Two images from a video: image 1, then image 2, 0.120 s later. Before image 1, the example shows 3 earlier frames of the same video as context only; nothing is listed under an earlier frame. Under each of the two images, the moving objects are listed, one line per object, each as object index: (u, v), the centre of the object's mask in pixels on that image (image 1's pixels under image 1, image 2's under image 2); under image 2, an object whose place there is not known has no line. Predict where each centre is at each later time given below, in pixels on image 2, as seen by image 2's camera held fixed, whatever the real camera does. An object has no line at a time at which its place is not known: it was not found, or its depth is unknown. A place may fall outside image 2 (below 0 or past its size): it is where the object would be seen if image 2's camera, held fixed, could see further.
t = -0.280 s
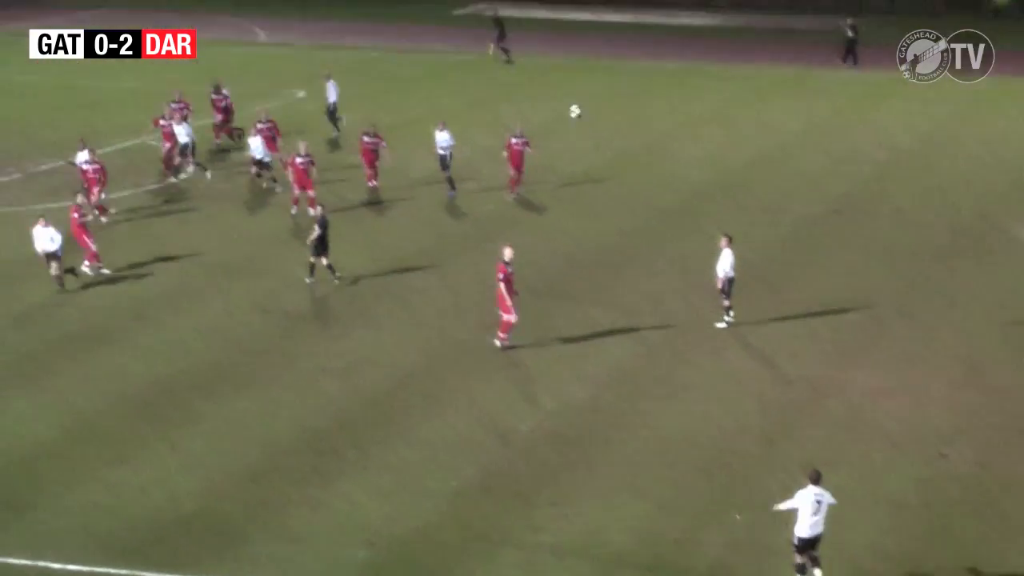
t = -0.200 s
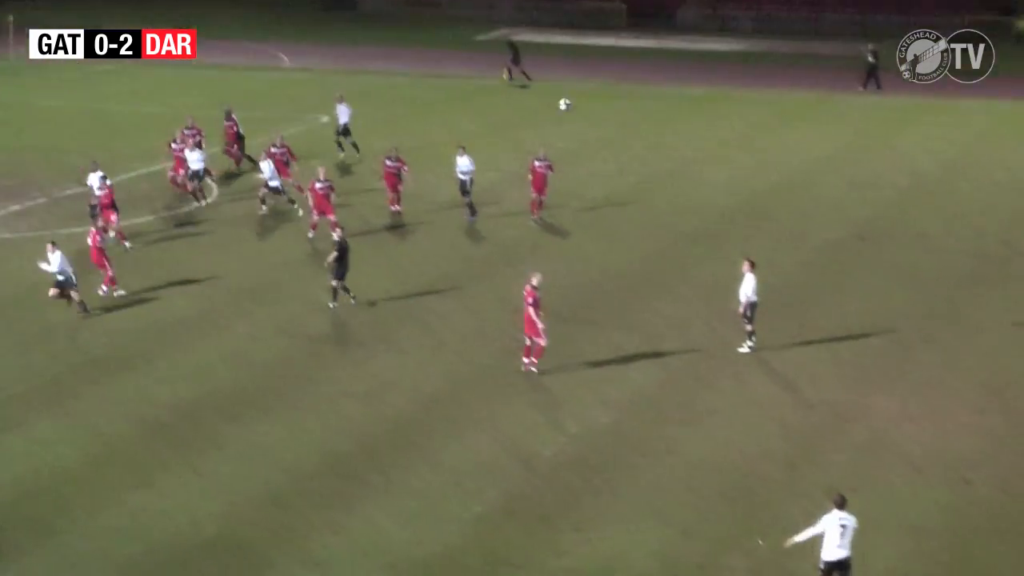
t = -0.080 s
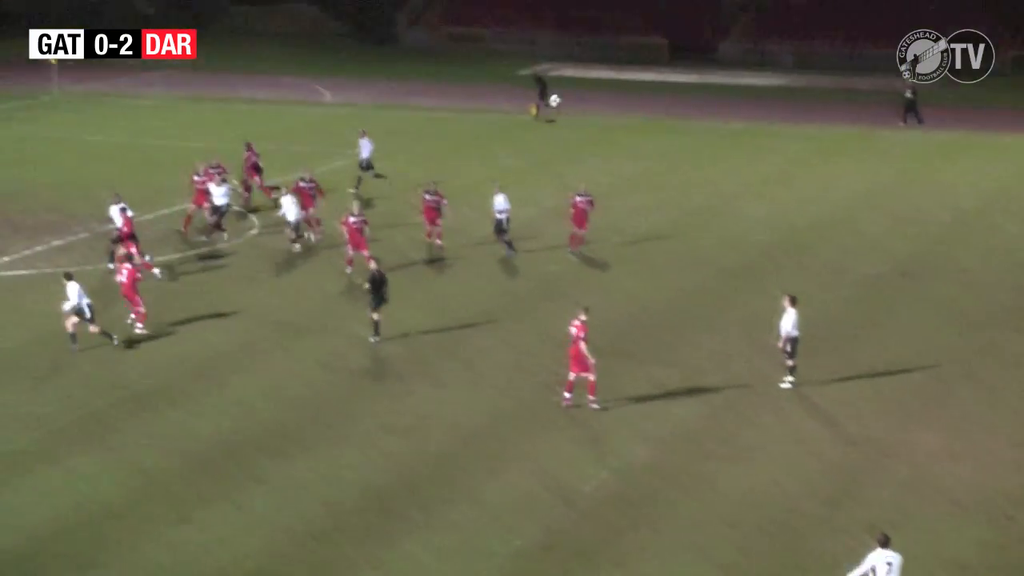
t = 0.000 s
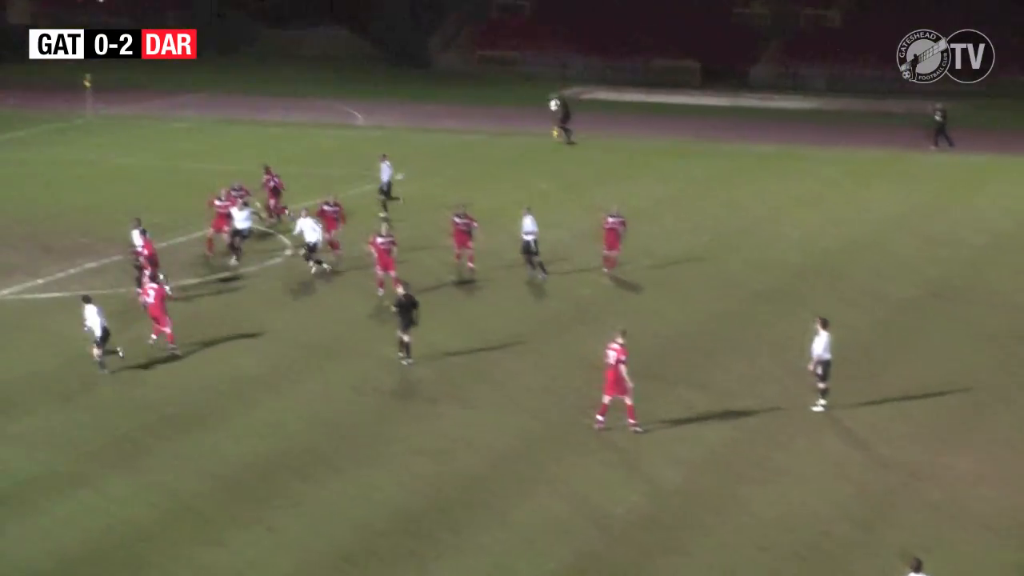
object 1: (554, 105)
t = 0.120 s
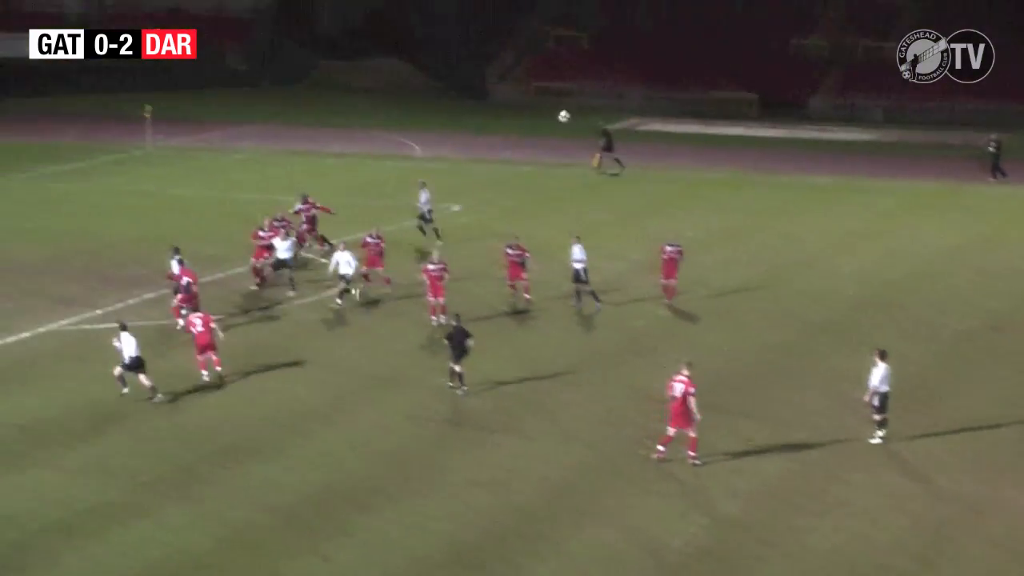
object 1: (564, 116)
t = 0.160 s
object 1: (553, 111)
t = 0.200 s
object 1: (545, 108)
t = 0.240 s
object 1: (537, 105)
